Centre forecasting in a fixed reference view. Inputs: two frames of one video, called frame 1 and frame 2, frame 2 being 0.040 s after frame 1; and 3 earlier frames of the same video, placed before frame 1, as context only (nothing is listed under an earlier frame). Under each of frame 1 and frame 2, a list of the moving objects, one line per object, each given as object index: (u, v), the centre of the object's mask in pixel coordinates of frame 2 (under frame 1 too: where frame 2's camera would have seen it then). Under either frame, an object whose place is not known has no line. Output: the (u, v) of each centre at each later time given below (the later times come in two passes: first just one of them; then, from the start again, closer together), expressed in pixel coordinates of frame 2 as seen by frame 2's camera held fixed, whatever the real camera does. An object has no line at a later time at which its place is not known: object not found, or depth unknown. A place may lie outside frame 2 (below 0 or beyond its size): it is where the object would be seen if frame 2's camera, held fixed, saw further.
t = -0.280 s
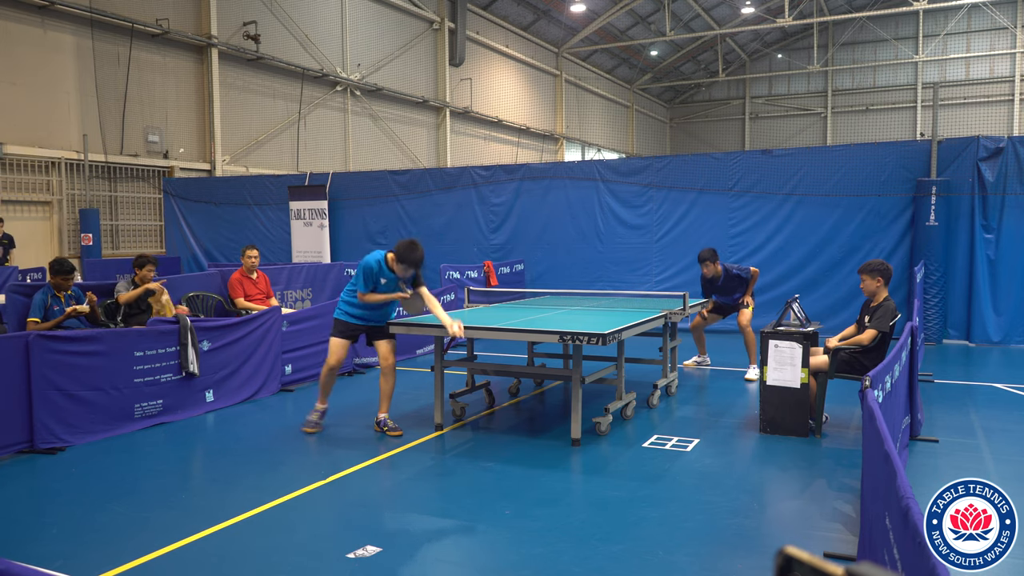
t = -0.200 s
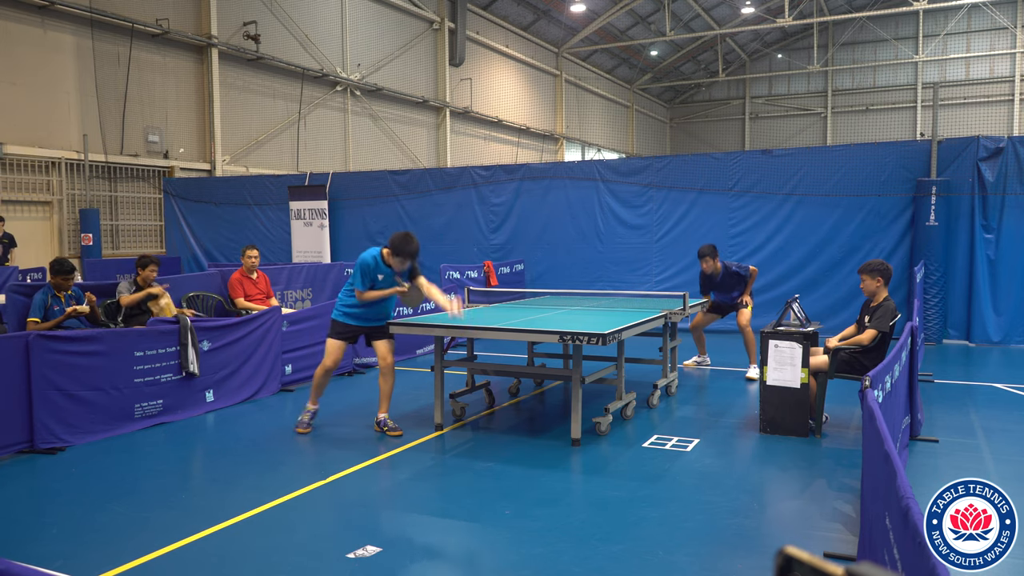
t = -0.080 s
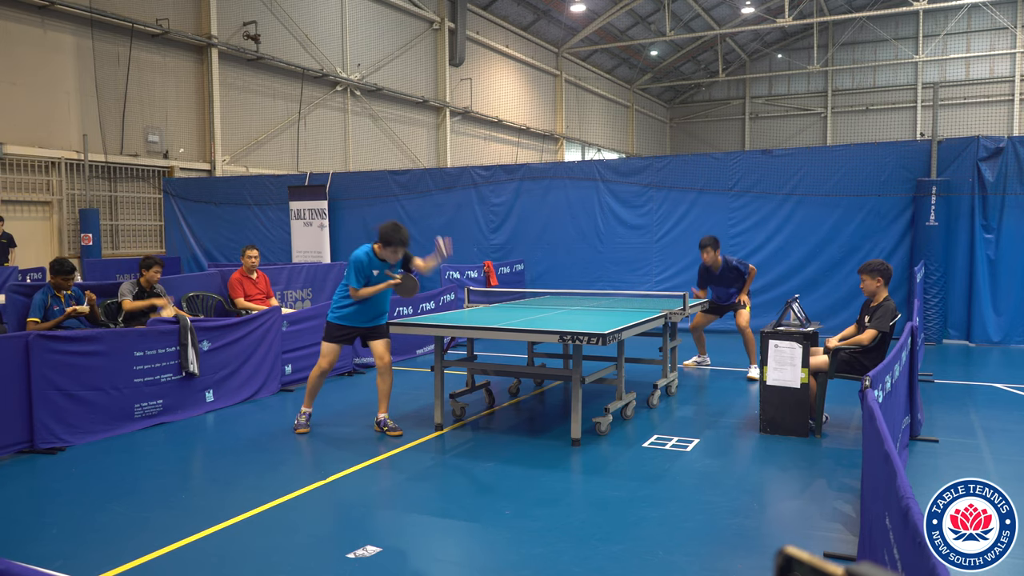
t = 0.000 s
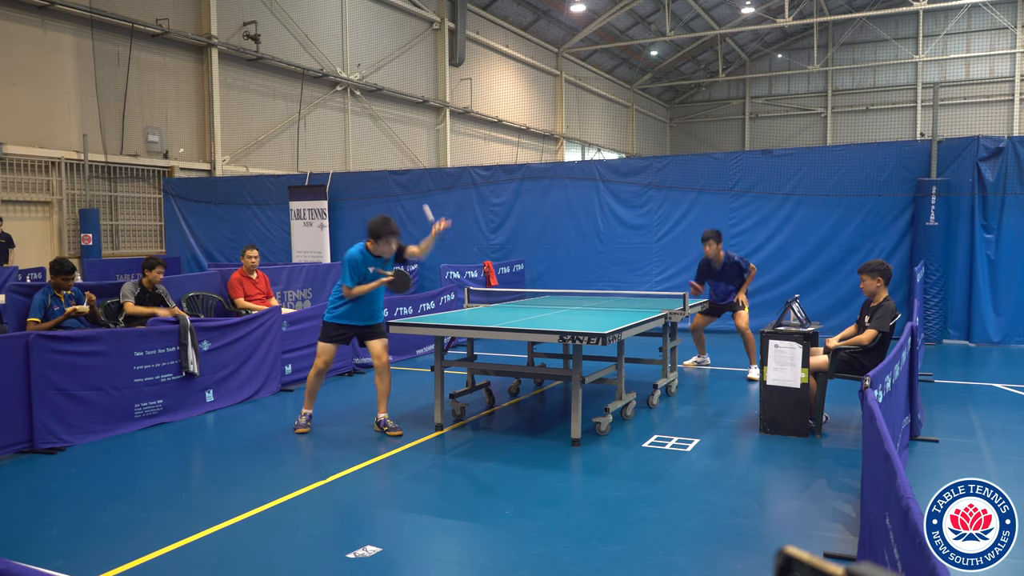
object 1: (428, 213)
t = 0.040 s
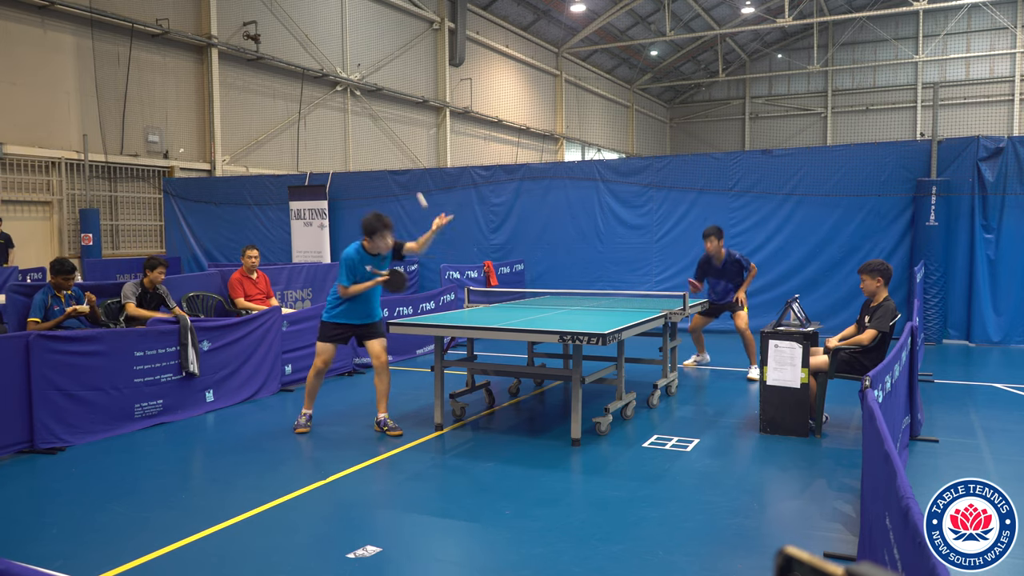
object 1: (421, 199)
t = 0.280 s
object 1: (384, 175)
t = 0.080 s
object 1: (415, 189)
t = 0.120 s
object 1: (409, 181)
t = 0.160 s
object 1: (402, 176)
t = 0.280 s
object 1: (384, 175)
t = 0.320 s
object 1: (378, 180)
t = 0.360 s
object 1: (372, 187)
